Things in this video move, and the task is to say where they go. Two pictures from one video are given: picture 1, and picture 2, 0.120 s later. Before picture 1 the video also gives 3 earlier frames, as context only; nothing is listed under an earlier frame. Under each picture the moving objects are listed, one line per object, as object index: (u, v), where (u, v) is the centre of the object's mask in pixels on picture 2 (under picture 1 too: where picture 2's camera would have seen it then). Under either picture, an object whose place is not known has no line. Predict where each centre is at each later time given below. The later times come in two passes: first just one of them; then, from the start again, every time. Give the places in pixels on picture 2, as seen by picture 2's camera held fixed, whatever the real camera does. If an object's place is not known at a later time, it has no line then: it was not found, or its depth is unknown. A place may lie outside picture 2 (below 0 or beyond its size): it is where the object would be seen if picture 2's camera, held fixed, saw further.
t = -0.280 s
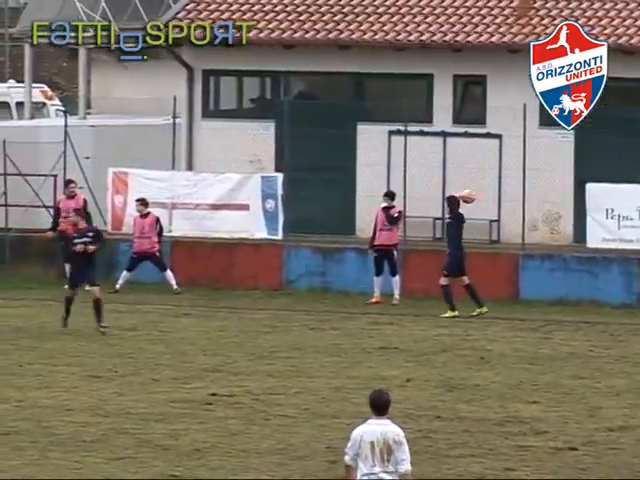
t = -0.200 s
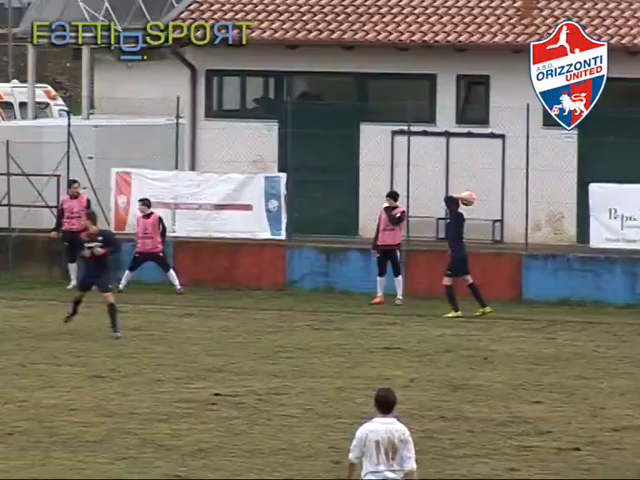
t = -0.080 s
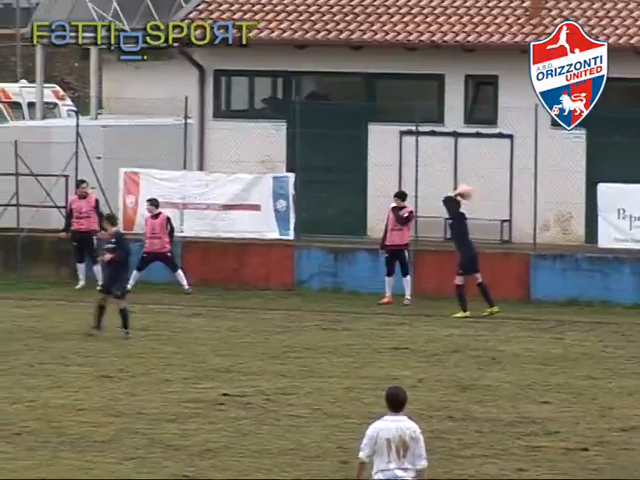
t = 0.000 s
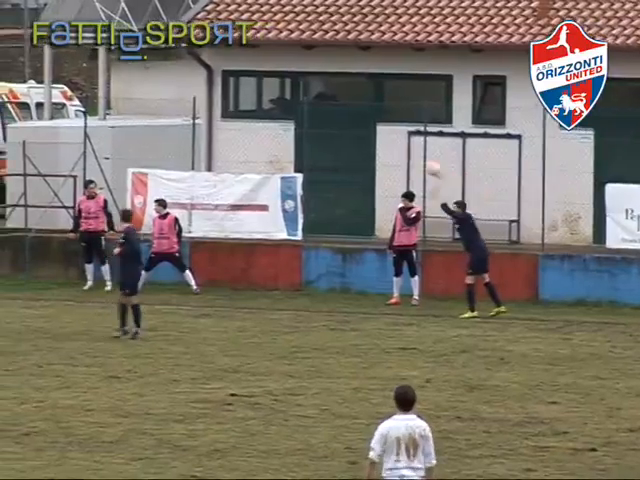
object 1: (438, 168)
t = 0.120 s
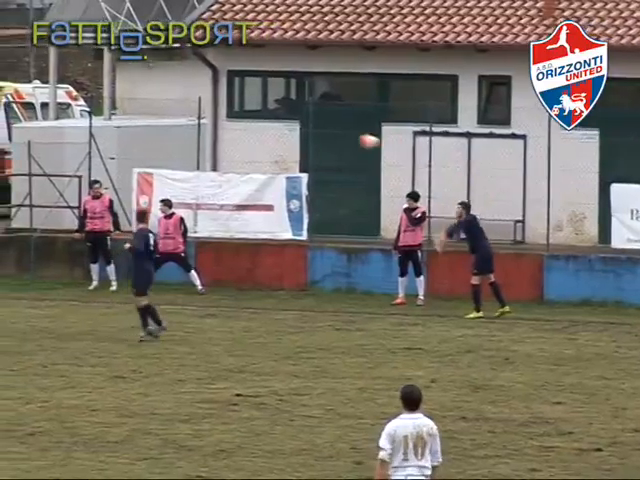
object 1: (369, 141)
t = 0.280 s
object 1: (277, 121)
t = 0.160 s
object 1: (345, 135)
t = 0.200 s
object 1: (323, 129)
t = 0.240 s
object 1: (300, 124)
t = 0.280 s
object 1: (277, 121)
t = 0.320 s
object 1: (254, 118)
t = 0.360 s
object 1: (231, 117)
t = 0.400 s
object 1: (208, 117)
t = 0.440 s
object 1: (185, 118)
